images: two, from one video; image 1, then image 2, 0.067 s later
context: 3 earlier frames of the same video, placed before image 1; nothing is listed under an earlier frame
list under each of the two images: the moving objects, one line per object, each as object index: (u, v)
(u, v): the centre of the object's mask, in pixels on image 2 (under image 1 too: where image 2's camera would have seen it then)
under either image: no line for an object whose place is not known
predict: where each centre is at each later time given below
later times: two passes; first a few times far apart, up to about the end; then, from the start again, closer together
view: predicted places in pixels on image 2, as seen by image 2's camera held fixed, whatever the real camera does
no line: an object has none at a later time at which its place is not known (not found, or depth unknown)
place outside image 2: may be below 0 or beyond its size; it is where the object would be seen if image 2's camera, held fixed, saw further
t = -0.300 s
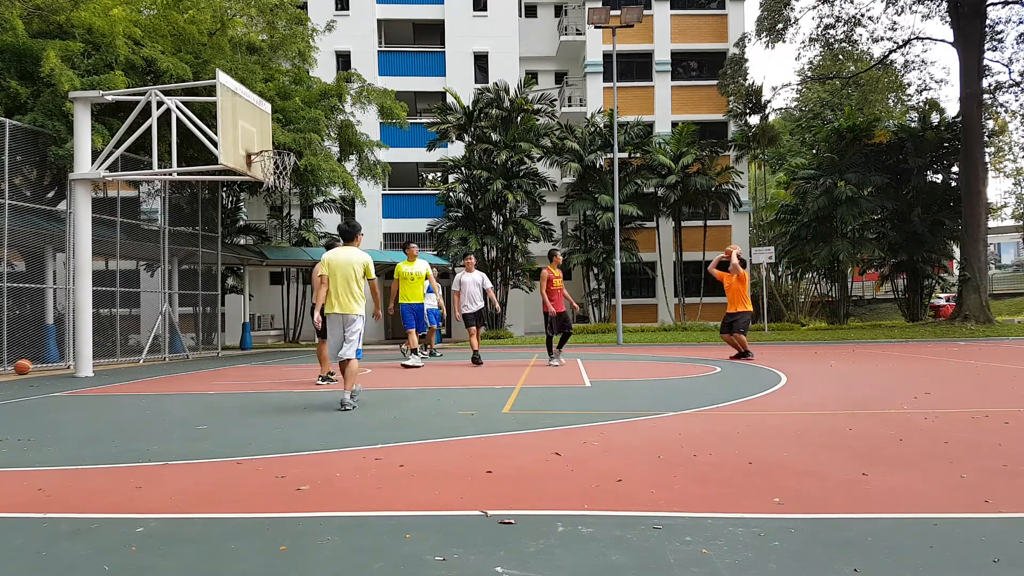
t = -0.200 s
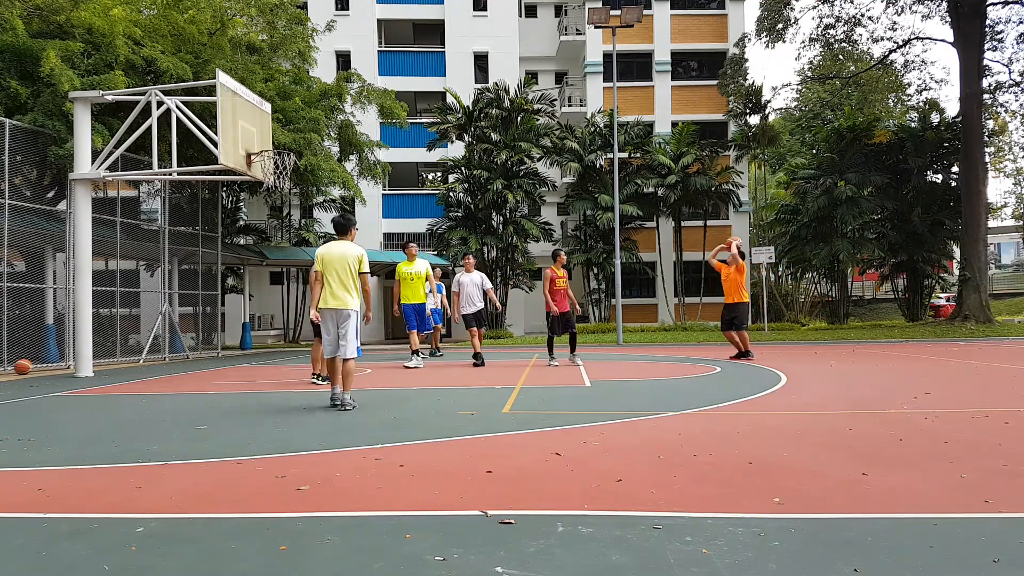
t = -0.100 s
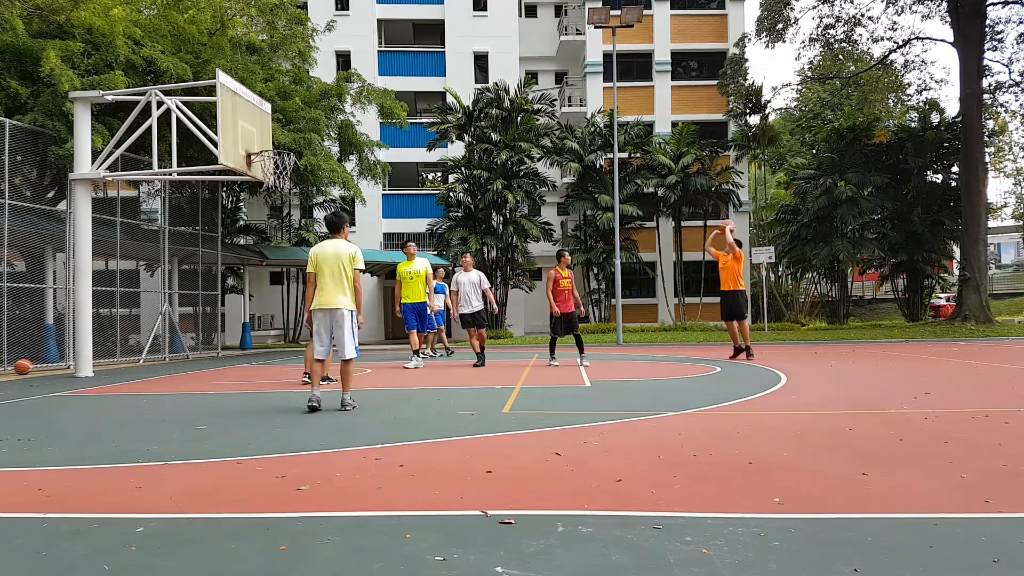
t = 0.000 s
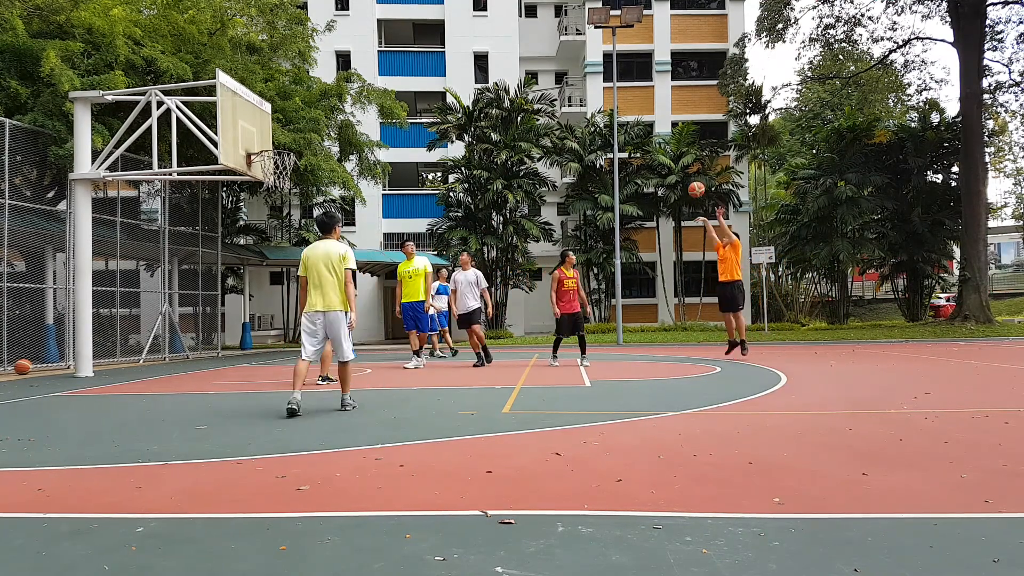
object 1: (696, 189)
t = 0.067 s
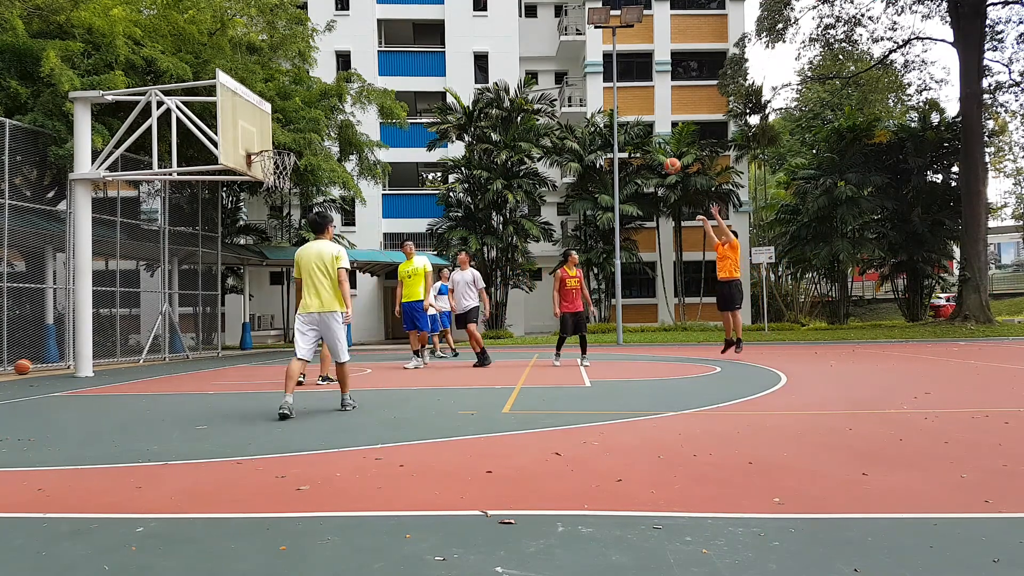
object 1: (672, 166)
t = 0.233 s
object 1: (611, 117)
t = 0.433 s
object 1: (535, 81)
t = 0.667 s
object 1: (447, 70)
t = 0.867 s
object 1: (370, 90)
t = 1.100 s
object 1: (280, 142)
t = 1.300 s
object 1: (251, 103)
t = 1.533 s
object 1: (282, 85)
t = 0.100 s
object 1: (660, 154)
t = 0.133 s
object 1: (648, 144)
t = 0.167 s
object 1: (636, 134)
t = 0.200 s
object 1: (623, 125)
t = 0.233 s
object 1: (611, 117)
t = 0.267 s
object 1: (599, 110)
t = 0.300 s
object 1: (586, 102)
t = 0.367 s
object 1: (561, 91)
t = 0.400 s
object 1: (548, 85)
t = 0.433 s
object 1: (535, 81)
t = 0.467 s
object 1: (523, 78)
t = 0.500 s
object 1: (511, 75)
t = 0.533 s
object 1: (498, 72)
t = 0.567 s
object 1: (485, 71)
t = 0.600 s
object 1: (473, 70)
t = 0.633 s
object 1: (460, 70)
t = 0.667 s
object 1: (447, 70)
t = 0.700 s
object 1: (434, 71)
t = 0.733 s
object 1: (422, 73)
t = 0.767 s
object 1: (409, 76)
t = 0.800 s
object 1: (396, 80)
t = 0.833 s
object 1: (383, 84)
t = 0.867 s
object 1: (370, 90)
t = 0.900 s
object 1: (357, 95)
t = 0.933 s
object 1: (344, 102)
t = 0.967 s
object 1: (330, 110)
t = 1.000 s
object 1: (317, 118)
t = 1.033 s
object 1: (304, 127)
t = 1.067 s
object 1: (291, 137)
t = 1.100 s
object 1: (280, 142)
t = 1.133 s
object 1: (272, 134)
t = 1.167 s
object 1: (264, 127)
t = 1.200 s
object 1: (256, 120)
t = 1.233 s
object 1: (249, 115)
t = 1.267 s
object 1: (247, 109)
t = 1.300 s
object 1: (251, 103)
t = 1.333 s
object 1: (256, 98)
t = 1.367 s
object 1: (260, 93)
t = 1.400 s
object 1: (265, 90)
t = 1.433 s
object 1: (269, 88)
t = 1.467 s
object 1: (273, 86)
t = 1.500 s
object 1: (277, 85)
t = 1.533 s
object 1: (282, 85)
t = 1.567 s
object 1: (286, 86)
